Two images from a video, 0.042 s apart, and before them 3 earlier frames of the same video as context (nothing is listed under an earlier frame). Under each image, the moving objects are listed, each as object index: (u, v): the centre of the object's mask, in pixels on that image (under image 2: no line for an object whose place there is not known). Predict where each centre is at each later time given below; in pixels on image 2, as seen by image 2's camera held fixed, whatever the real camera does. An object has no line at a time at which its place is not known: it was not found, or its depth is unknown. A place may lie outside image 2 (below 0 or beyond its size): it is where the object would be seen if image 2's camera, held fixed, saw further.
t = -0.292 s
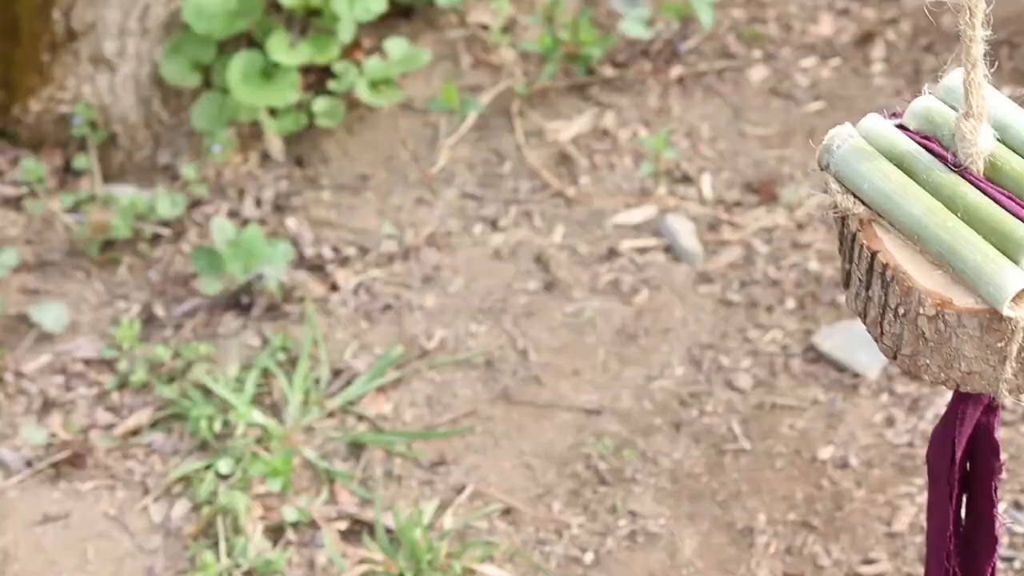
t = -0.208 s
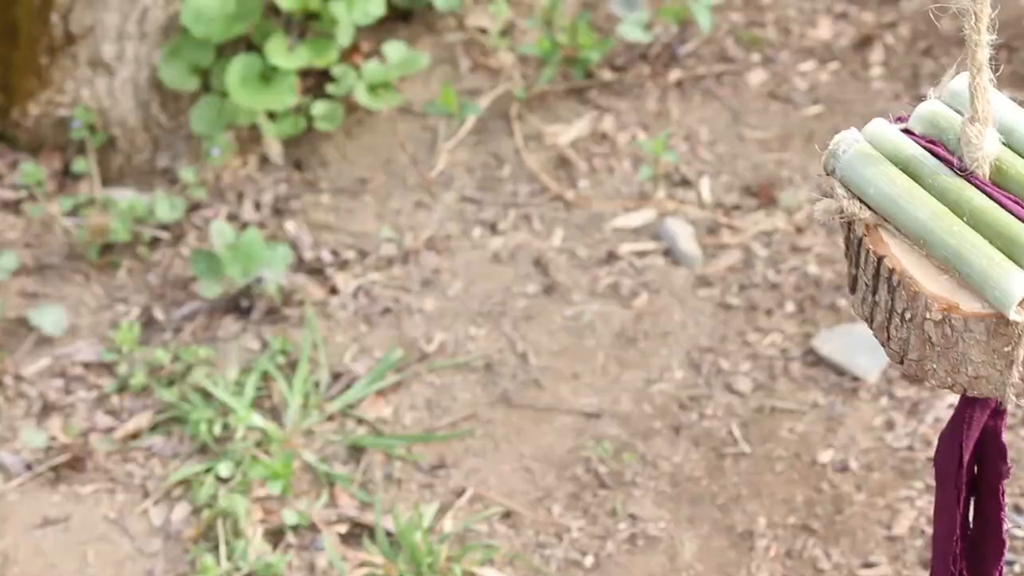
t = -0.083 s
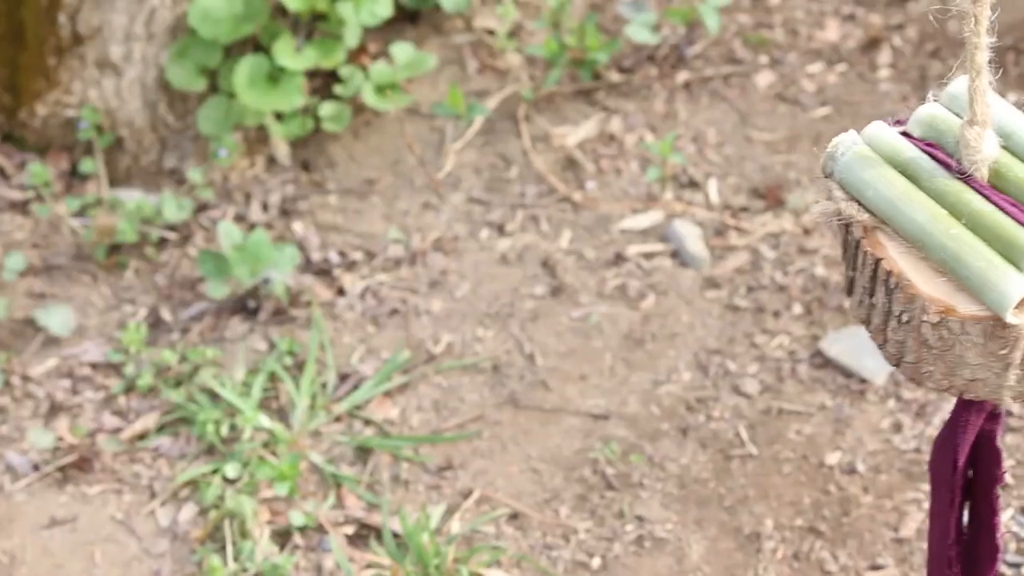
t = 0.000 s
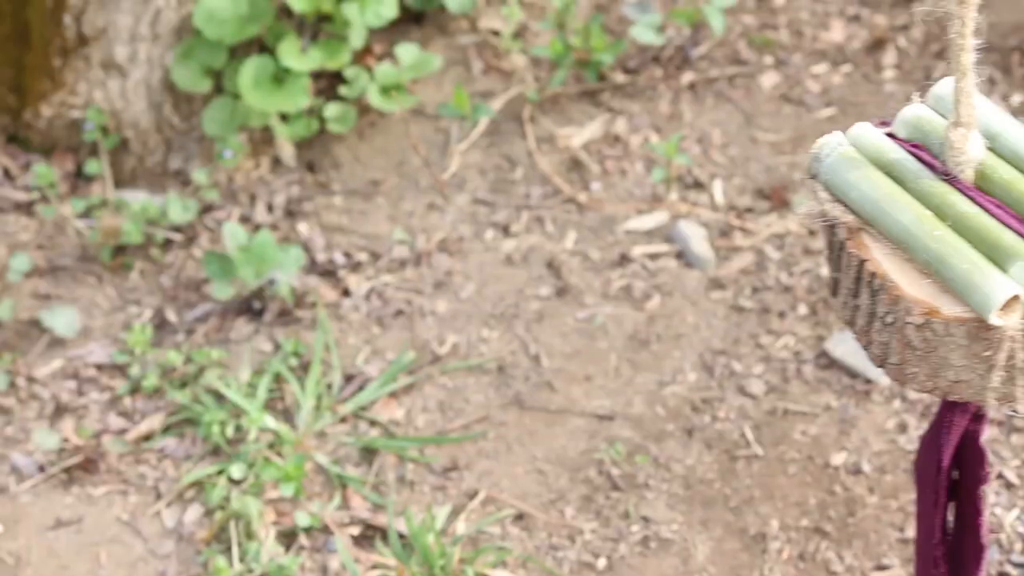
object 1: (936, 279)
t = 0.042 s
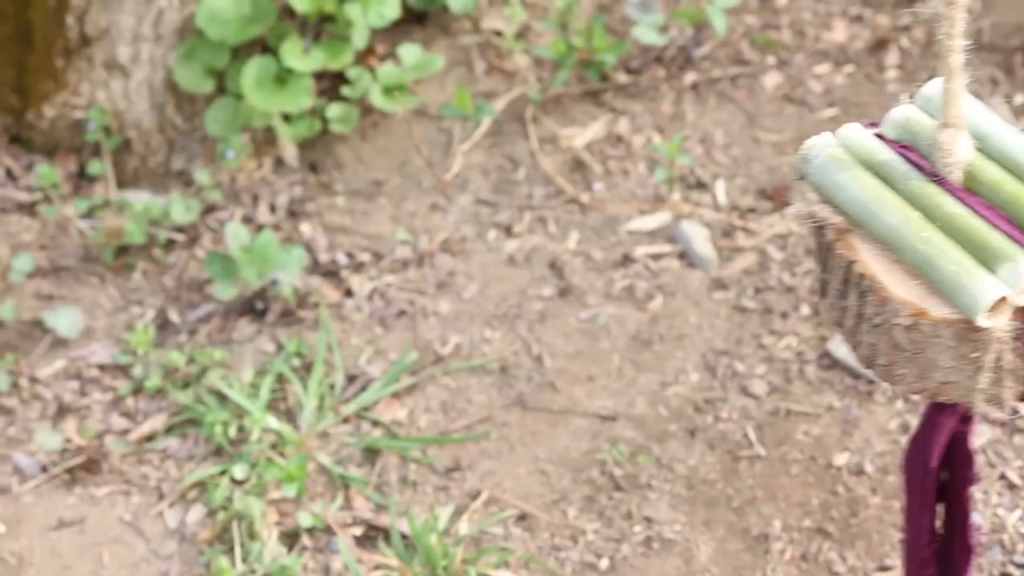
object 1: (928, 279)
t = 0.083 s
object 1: (914, 277)
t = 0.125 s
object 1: (898, 274)
